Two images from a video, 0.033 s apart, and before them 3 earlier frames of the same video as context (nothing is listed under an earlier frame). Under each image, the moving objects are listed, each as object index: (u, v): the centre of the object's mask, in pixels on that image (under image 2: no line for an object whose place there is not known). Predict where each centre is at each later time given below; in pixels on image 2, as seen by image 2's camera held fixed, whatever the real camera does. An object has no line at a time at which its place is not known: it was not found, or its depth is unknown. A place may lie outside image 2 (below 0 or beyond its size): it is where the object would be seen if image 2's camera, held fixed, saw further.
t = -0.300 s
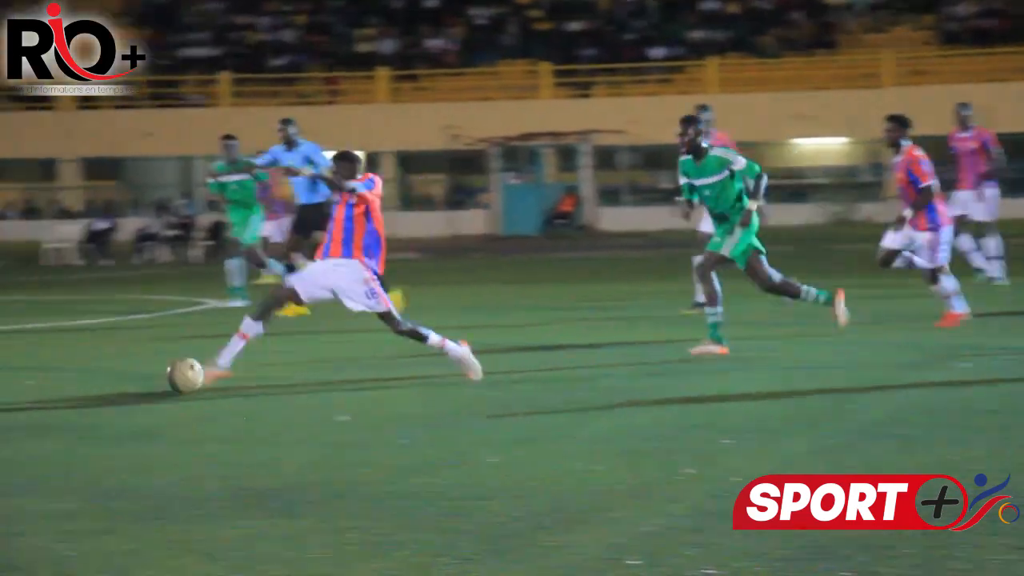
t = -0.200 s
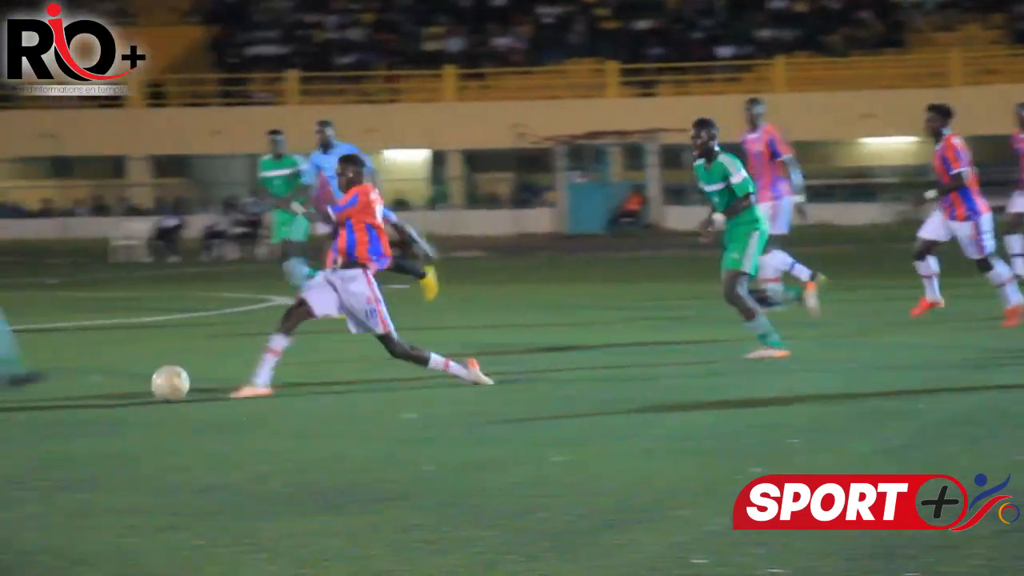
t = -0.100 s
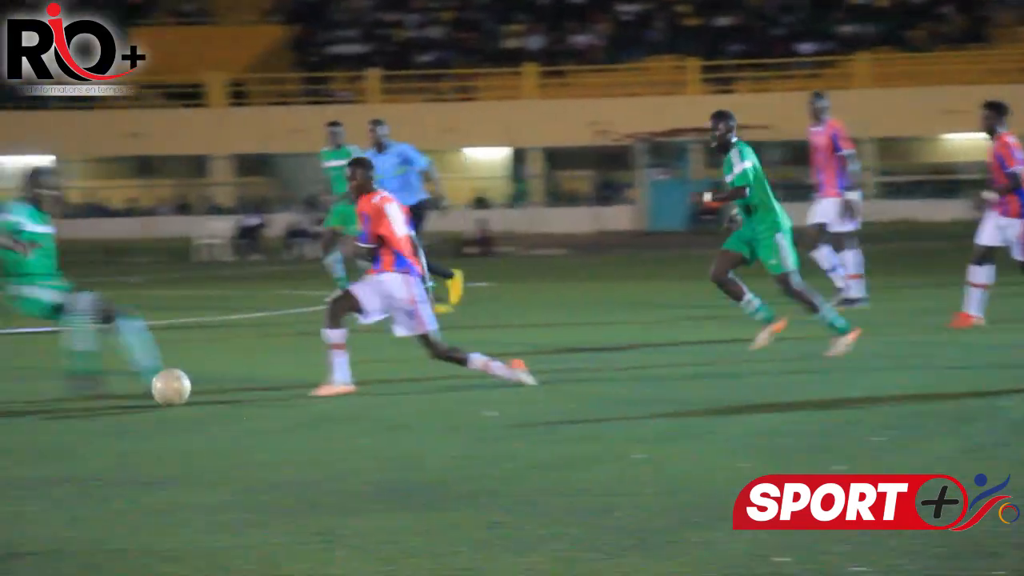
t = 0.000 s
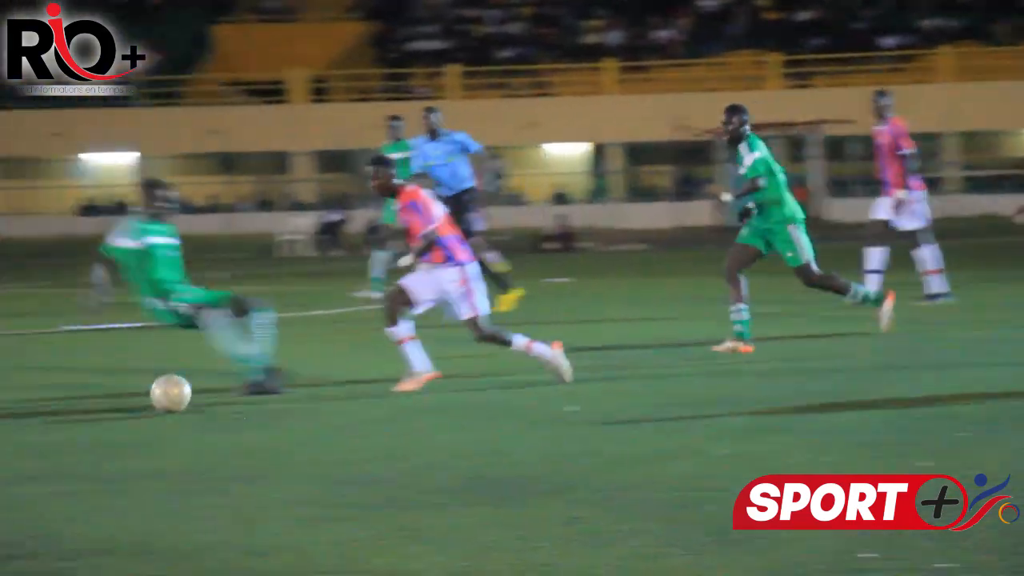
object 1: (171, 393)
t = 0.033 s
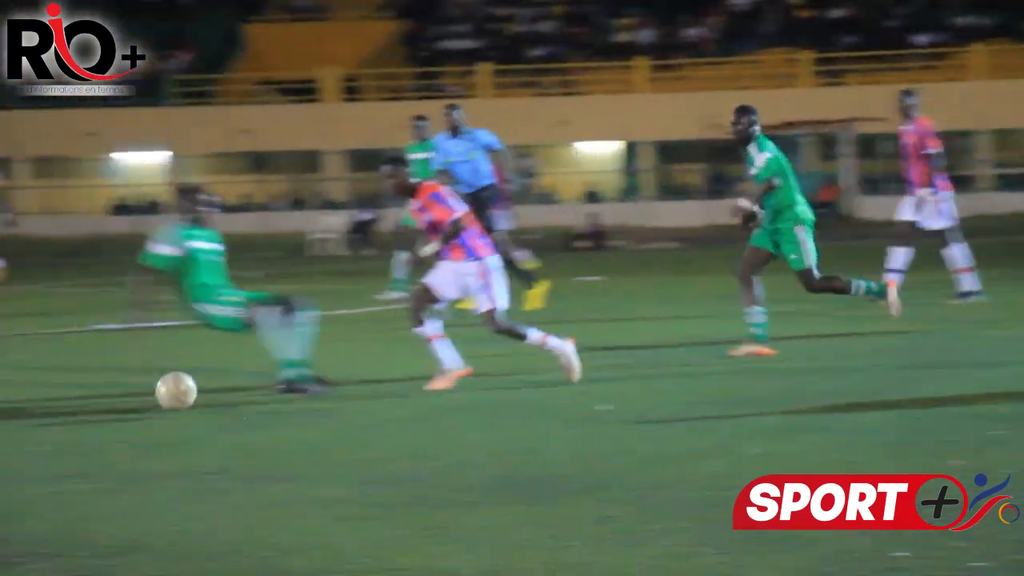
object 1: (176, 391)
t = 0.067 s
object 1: (150, 393)
